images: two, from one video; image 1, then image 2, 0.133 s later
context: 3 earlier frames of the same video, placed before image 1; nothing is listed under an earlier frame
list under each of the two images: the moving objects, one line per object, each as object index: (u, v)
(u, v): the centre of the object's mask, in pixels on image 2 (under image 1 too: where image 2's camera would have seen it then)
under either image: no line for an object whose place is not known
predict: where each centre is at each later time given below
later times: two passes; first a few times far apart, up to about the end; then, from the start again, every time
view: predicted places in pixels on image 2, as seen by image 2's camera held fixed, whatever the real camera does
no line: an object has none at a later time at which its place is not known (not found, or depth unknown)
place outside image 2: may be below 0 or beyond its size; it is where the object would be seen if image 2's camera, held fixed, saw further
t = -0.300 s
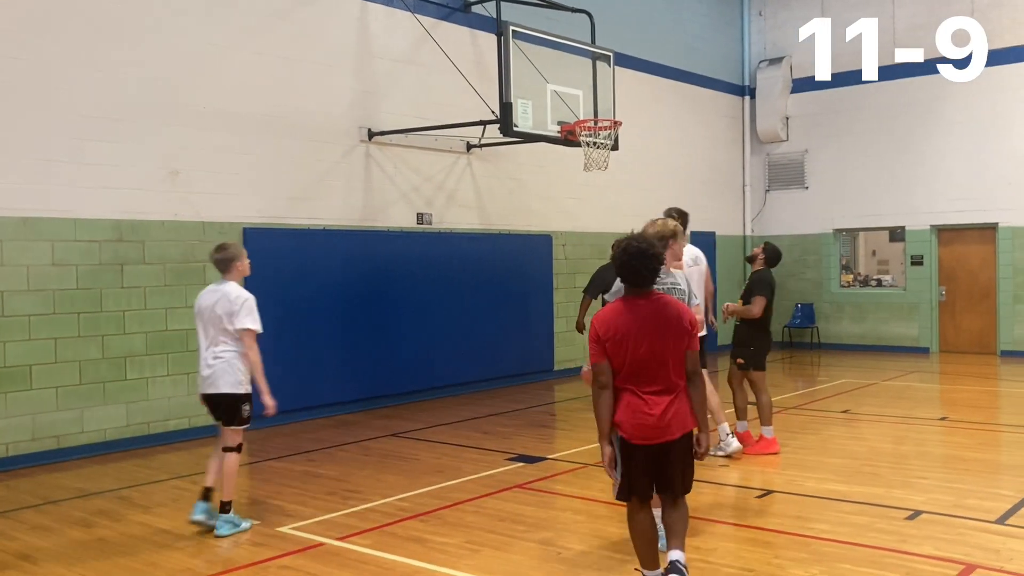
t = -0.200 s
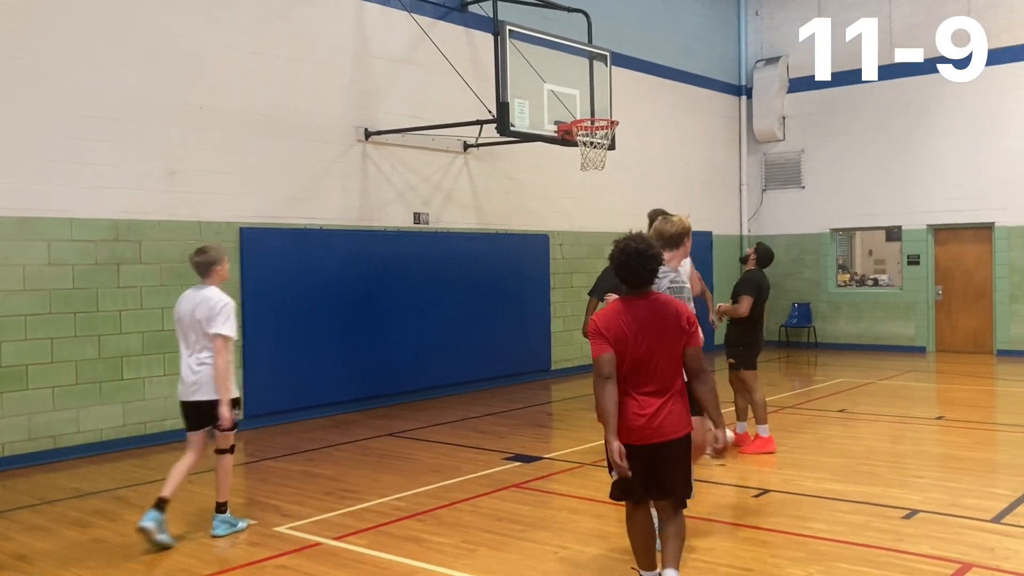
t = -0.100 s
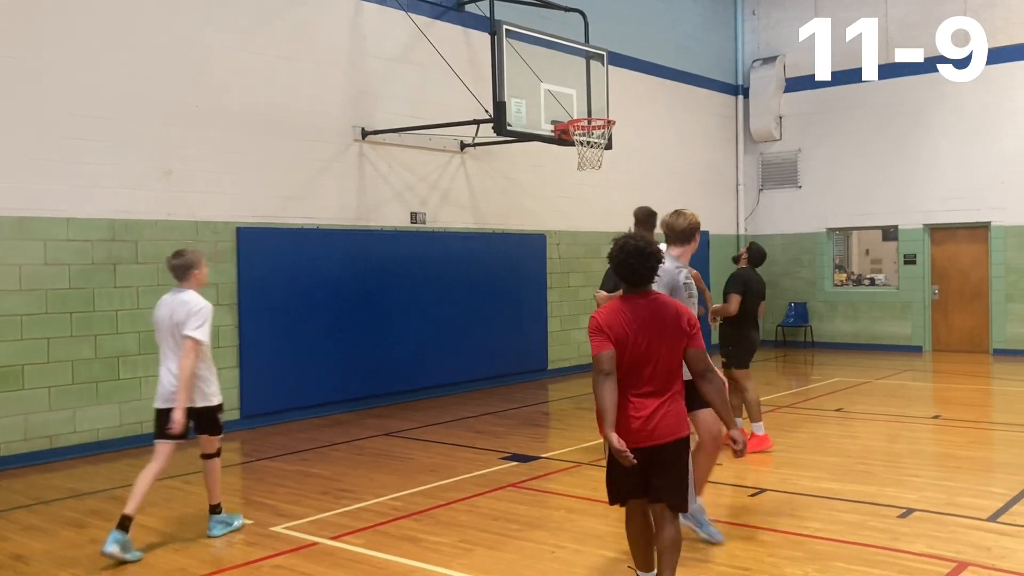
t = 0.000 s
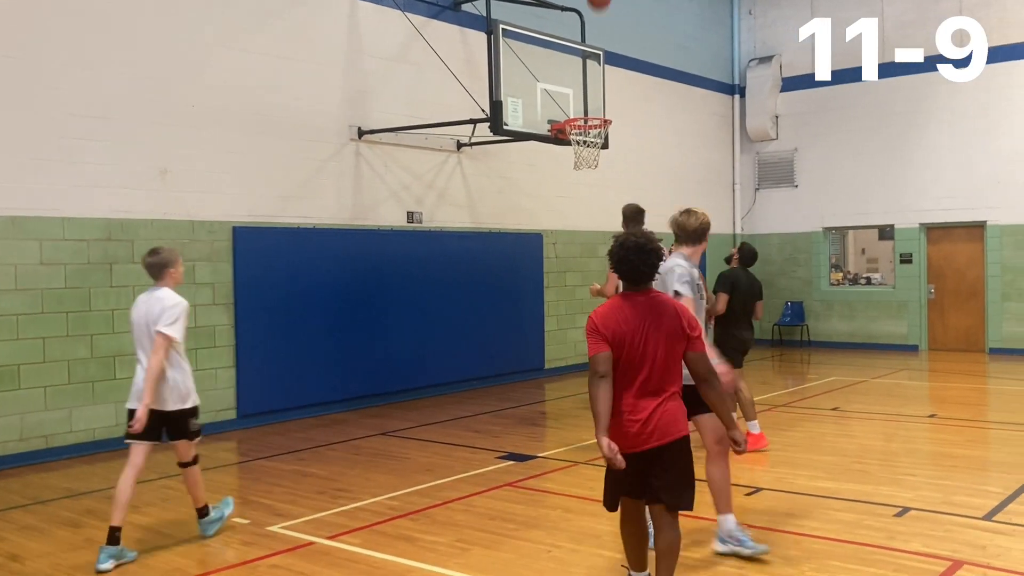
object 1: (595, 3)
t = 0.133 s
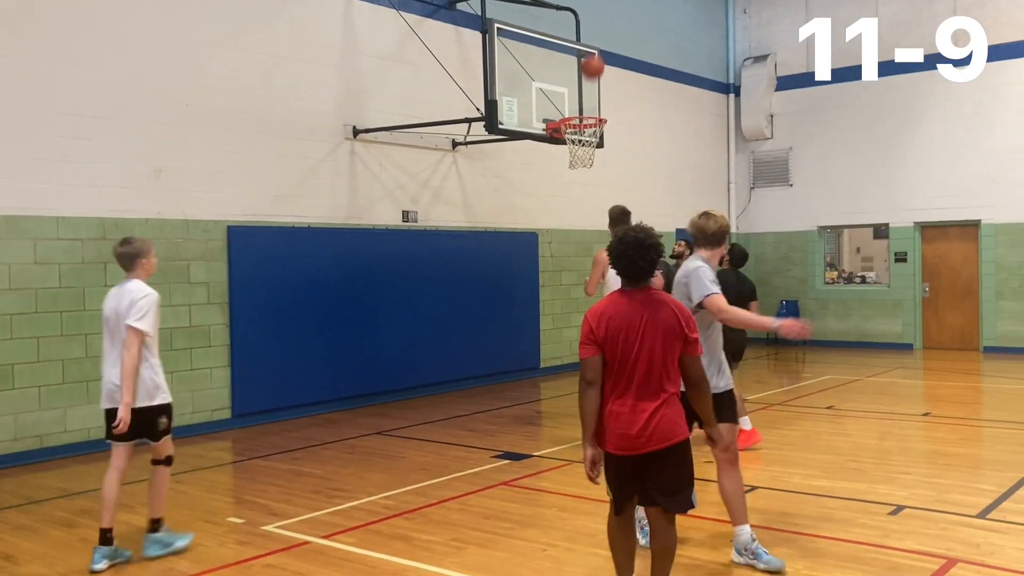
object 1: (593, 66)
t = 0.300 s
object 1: (600, 113)
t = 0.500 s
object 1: (629, 123)
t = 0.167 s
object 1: (593, 86)
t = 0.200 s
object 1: (592, 106)
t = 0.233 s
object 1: (594, 112)
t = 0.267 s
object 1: (597, 112)
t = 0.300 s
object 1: (600, 113)
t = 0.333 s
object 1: (604, 117)
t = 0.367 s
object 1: (606, 121)
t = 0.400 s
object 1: (610, 122)
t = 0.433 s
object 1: (616, 121)
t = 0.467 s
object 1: (622, 122)
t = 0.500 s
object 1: (629, 123)
